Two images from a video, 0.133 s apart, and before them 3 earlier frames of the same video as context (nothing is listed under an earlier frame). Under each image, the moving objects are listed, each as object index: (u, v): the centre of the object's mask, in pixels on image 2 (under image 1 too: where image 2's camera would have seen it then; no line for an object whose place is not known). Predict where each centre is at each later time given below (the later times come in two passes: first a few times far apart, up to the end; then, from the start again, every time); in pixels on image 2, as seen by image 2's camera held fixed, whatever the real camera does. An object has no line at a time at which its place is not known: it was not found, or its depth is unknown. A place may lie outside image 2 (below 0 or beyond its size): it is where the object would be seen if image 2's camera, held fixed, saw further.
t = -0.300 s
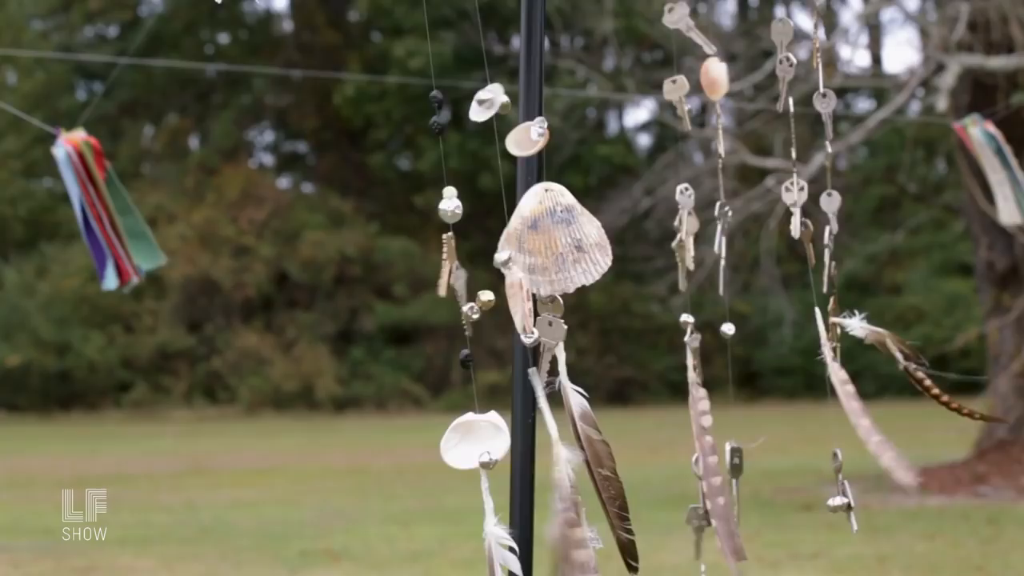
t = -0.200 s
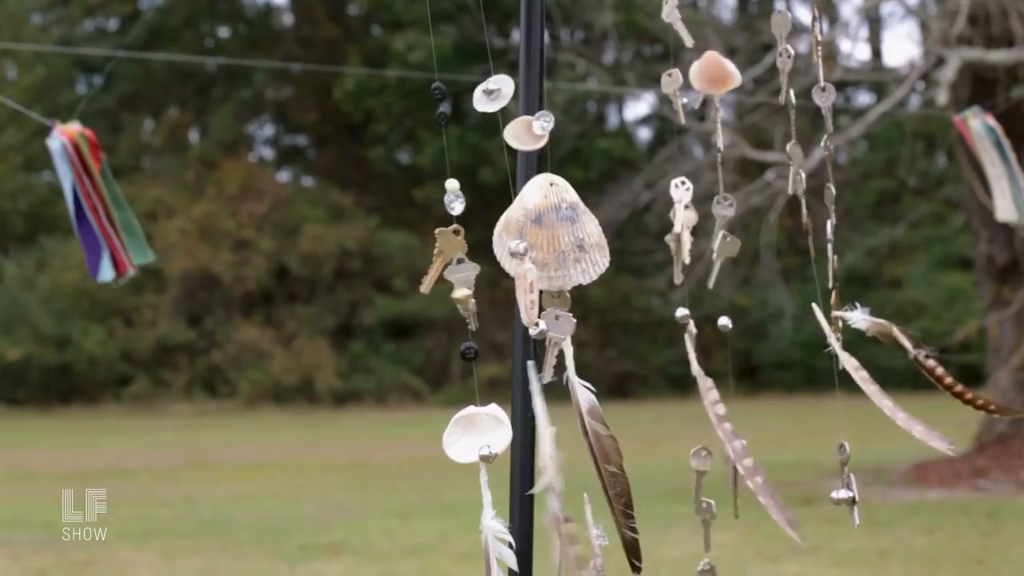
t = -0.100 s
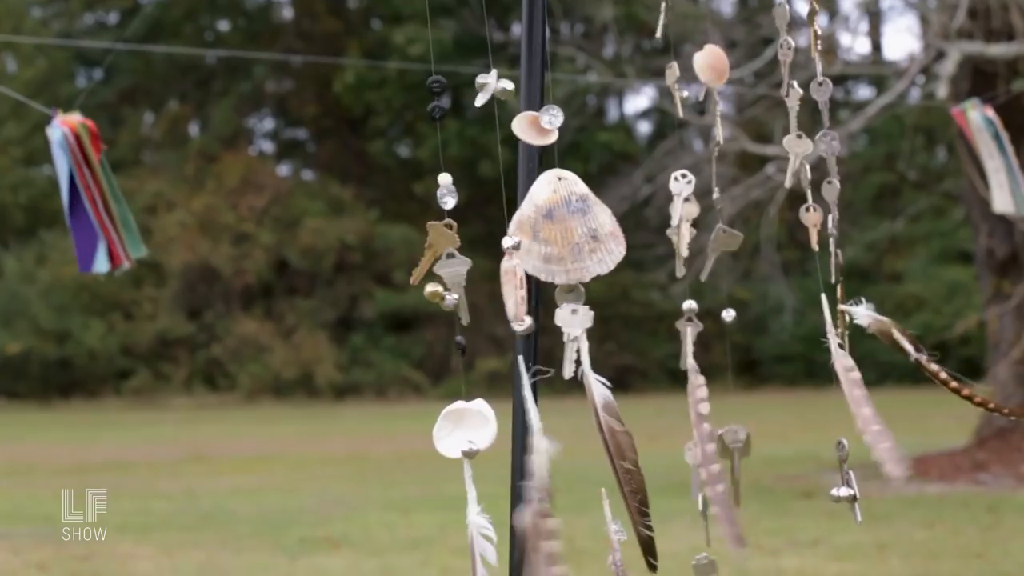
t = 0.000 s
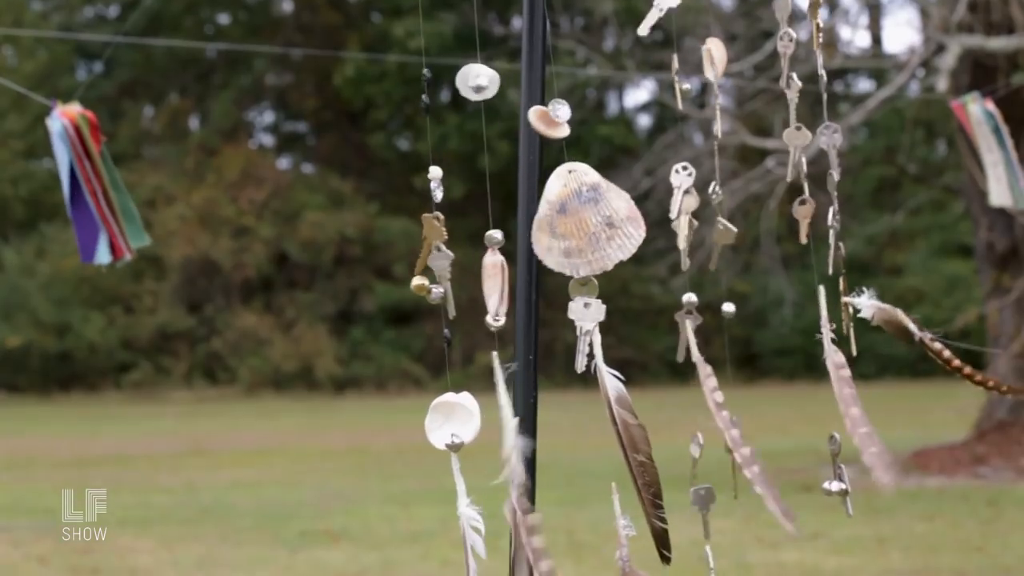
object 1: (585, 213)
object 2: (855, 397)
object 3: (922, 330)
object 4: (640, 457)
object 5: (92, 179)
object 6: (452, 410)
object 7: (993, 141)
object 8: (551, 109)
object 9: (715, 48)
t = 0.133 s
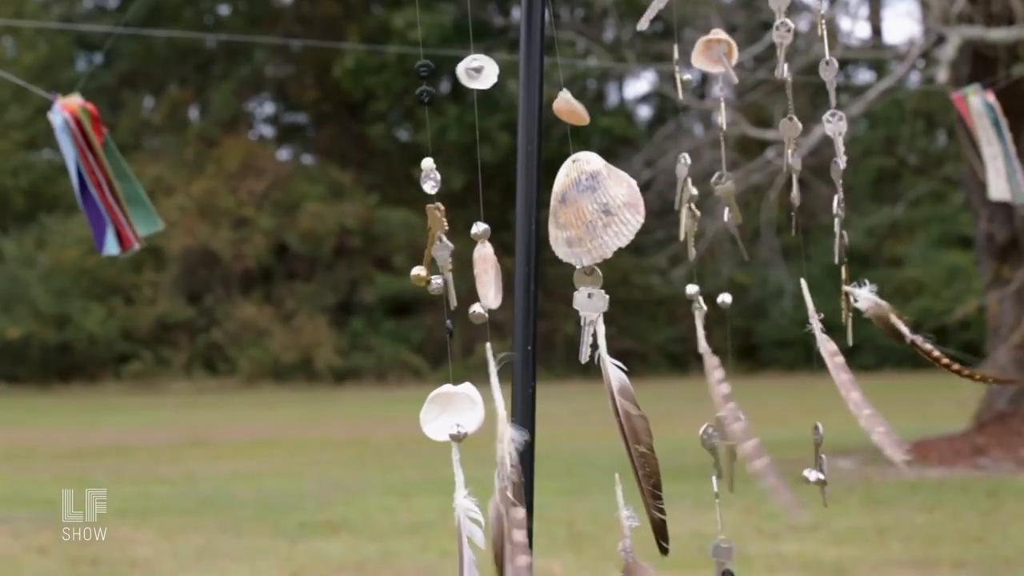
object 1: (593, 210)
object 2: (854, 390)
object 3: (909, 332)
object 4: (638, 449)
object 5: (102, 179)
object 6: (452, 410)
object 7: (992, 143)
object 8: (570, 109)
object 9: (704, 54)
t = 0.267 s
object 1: (580, 207)
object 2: (822, 401)
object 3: (906, 329)
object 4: (627, 448)
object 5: (106, 182)
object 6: (451, 410)
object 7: (993, 148)
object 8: (583, 104)
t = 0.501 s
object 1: (585, 198)
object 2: (809, 401)
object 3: (915, 345)
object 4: (633, 447)
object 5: (105, 184)
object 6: (431, 410)
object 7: (992, 147)
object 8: (587, 105)
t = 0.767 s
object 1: (622, 195)
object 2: (825, 394)
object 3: (897, 321)
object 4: (665, 447)
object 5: (102, 180)
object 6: (410, 410)
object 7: (988, 151)
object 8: (614, 103)
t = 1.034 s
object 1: (631, 204)
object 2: (844, 378)
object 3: (870, 324)
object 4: (672, 443)
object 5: (103, 189)
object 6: (435, 407)
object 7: (989, 149)
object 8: (625, 100)
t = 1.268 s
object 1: (620, 210)
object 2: (828, 385)
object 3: (899, 334)
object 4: (679, 444)
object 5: (115, 183)
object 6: (453, 402)
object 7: (988, 151)
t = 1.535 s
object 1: (611, 211)
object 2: (808, 398)
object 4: (674, 446)
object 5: (118, 183)
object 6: (445, 402)
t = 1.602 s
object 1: (615, 210)
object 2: (817, 389)
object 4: (671, 448)
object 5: (113, 184)
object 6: (447, 403)
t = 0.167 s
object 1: (590, 209)
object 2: (845, 393)
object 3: (912, 335)
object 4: (641, 457)
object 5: (104, 179)
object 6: (451, 410)
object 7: (992, 144)
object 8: (575, 108)
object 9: (710, 58)
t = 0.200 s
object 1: (587, 209)
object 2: (836, 397)
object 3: (912, 337)
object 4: (634, 449)
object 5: (105, 180)
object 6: (451, 411)
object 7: (993, 146)
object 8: (579, 107)
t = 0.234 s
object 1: (583, 208)
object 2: (828, 400)
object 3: (909, 333)
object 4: (632, 454)
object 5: (106, 181)
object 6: (449, 411)
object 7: (993, 147)
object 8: (581, 105)
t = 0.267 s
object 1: (580, 207)
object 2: (822, 401)
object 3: (906, 329)
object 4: (627, 448)
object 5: (106, 182)
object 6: (451, 410)
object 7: (993, 148)
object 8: (583, 104)
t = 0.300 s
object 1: (578, 207)
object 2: (823, 401)
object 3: (905, 327)
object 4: (626, 449)
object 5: (106, 184)
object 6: (448, 411)
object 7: (993, 148)
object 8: (584, 105)
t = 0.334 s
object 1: (576, 205)
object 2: (827, 397)
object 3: (906, 325)
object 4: (624, 447)
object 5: (106, 185)
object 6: (448, 411)
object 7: (993, 148)
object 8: (583, 105)
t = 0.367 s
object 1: (575, 204)
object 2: (828, 394)
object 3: (908, 327)
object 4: (626, 449)
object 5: (106, 185)
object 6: (443, 411)
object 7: (993, 148)
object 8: (583, 105)
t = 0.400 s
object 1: (576, 202)
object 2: (826, 392)
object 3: (912, 331)
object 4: (624, 448)
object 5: (106, 186)
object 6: (442, 410)
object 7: (993, 148)
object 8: (583, 105)
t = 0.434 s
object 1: (578, 200)
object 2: (821, 394)
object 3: (915, 336)
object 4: (627, 447)
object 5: (106, 185)
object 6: (437, 410)
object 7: (993, 147)
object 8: (583, 104)
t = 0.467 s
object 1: (581, 199)
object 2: (814, 396)
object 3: (916, 341)
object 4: (628, 448)
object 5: (105, 185)
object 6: (435, 410)
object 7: (992, 147)
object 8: (586, 105)
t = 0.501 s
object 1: (585, 198)
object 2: (809, 401)
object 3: (915, 345)
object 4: (633, 447)
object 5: (105, 184)
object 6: (431, 410)
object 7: (992, 147)
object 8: (587, 105)
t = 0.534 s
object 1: (589, 197)
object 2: (806, 400)
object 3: (917, 350)
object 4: (635, 447)
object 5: (104, 183)
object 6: (427, 409)
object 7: (991, 147)
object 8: (590, 105)
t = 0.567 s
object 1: (595, 197)
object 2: (809, 400)
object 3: (914, 349)
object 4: (640, 444)
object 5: (103, 182)
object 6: (424, 410)
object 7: (991, 148)
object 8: (593, 104)
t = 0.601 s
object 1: (601, 197)
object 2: (812, 396)
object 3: (901, 339)
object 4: (649, 446)
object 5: (102, 181)
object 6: (421, 409)
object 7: (990, 148)
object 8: (596, 104)
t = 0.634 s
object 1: (606, 198)
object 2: (818, 393)
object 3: (895, 330)
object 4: (654, 444)
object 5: (102, 181)
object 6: (418, 409)
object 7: (990, 149)
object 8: (600, 104)
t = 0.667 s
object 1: (612, 198)
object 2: (823, 391)
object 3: (890, 321)
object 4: (660, 445)
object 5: (102, 180)
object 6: (416, 410)
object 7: (989, 151)
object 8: (604, 104)
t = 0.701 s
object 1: (616, 197)
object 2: (827, 390)
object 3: (892, 317)
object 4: (664, 446)
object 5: (102, 180)
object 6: (414, 409)
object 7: (989, 151)
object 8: (607, 104)
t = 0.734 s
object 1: (620, 196)
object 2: (826, 391)
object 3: (893, 317)
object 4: (662, 446)
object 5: (102, 180)
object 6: (411, 409)
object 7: (988, 151)
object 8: (611, 103)
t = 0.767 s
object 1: (622, 195)
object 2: (825, 394)
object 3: (897, 321)
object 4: (665, 447)
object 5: (102, 180)
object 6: (410, 410)
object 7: (988, 151)
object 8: (614, 103)
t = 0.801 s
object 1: (625, 194)
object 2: (823, 395)
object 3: (895, 324)
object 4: (666, 446)
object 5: (102, 181)
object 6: (410, 410)
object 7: (988, 152)
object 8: (618, 102)
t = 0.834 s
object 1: (627, 194)
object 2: (823, 396)
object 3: (895, 331)
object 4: (666, 443)
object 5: (103, 182)
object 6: (412, 409)
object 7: (988, 151)
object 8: (622, 101)
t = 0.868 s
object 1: (628, 194)
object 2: (824, 397)
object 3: (891, 338)
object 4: (669, 446)
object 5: (103, 184)
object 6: (413, 409)
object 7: (988, 151)
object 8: (626, 100)
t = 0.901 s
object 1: (628, 196)
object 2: (827, 397)
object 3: (887, 344)
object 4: (668, 446)
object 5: (103, 185)
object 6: (415, 408)
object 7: (988, 150)
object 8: (628, 100)
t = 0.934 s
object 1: (629, 197)
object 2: (833, 394)
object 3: (883, 344)
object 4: (670, 445)
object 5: (103, 187)
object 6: (416, 407)
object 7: (988, 149)
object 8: (630, 100)
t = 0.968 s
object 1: (630, 199)
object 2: (840, 390)
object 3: (880, 340)
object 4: (673, 444)
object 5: (102, 188)
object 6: (419, 405)
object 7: (988, 149)
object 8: (630, 99)
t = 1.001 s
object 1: (630, 202)
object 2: (843, 384)
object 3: (874, 331)
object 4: (675, 448)
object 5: (102, 189)
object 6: (427, 407)
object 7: (989, 149)
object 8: (629, 99)
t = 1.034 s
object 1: (631, 204)
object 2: (844, 378)
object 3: (870, 324)
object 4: (672, 443)
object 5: (103, 189)
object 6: (435, 407)
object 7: (989, 149)
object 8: (625, 100)
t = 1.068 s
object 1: (630, 206)
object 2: (844, 377)
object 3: (876, 323)
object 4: (676, 446)
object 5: (103, 190)
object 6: (440, 407)
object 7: (989, 149)
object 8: (619, 101)
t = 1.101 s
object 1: (629, 206)
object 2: (842, 377)
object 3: (875, 321)
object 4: (677, 443)
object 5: (105, 190)
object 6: (447, 406)
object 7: (989, 150)
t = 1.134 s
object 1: (627, 208)
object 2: (839, 377)
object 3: (877, 322)
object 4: (682, 445)
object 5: (107, 189)
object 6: (449, 405)
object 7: (989, 150)
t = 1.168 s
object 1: (626, 209)
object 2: (835, 379)
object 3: (881, 323)
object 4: (680, 447)
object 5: (109, 188)
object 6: (453, 405)
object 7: (989, 151)
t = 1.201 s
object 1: (624, 209)
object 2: (831, 381)
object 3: (885, 325)
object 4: (680, 447)
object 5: (111, 186)
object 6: (455, 404)
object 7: (988, 151)
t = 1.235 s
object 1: (622, 210)
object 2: (828, 383)
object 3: (894, 330)
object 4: (679, 445)
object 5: (113, 185)
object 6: (454, 405)
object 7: (988, 152)
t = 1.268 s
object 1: (620, 210)
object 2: (828, 385)
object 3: (899, 334)
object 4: (679, 444)
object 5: (115, 183)
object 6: (453, 402)
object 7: (988, 151)
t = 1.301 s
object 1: (618, 210)
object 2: (830, 385)
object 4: (678, 448)
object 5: (116, 181)
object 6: (452, 402)
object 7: (987, 151)
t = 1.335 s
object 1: (615, 211)
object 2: (832, 385)
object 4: (678, 449)
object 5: (117, 179)
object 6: (448, 400)
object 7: (987, 151)
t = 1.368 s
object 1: (614, 211)
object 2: (832, 386)
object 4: (680, 446)
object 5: (118, 178)
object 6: (448, 401)
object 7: (986, 151)
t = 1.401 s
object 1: (613, 210)
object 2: (828, 389)
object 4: (679, 444)
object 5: (119, 178)
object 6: (447, 398)
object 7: (986, 150)
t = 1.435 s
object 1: (612, 211)
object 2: (820, 395)
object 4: (675, 446)
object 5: (119, 179)
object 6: (447, 399)
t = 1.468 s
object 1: (611, 211)
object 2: (813, 399)
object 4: (677, 446)
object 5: (118, 180)
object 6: (444, 399)
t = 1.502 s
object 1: (611, 210)
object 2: (809, 398)
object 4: (677, 446)
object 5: (117, 181)
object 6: (445, 401)
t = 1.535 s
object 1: (611, 211)
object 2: (808, 398)
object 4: (674, 446)
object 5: (118, 183)
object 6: (445, 402)
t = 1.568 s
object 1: (613, 210)
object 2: (811, 395)
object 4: (670, 446)
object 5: (115, 183)
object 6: (446, 403)
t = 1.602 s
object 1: (615, 210)
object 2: (817, 389)
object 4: (671, 448)
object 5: (113, 184)
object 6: (447, 403)
